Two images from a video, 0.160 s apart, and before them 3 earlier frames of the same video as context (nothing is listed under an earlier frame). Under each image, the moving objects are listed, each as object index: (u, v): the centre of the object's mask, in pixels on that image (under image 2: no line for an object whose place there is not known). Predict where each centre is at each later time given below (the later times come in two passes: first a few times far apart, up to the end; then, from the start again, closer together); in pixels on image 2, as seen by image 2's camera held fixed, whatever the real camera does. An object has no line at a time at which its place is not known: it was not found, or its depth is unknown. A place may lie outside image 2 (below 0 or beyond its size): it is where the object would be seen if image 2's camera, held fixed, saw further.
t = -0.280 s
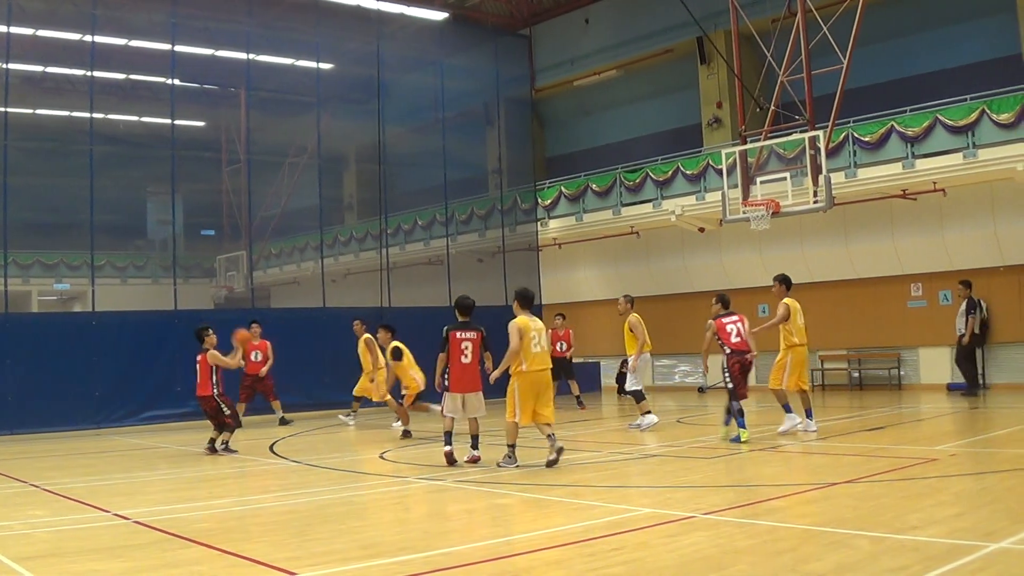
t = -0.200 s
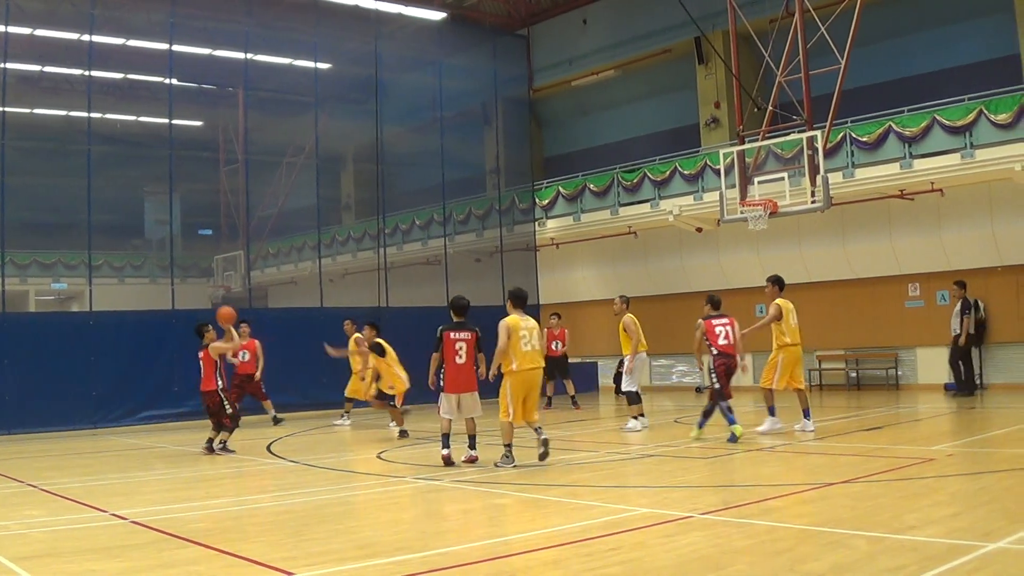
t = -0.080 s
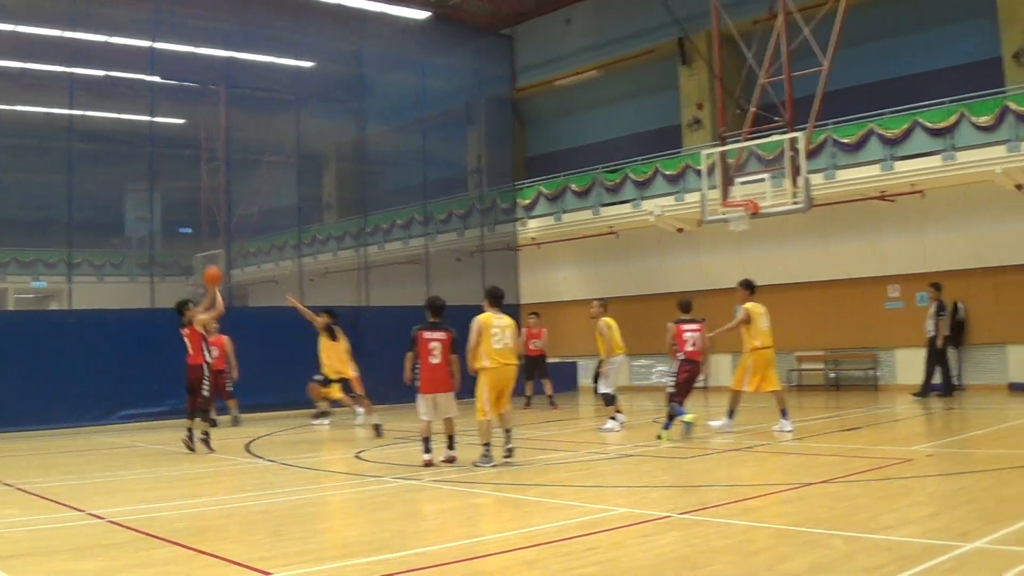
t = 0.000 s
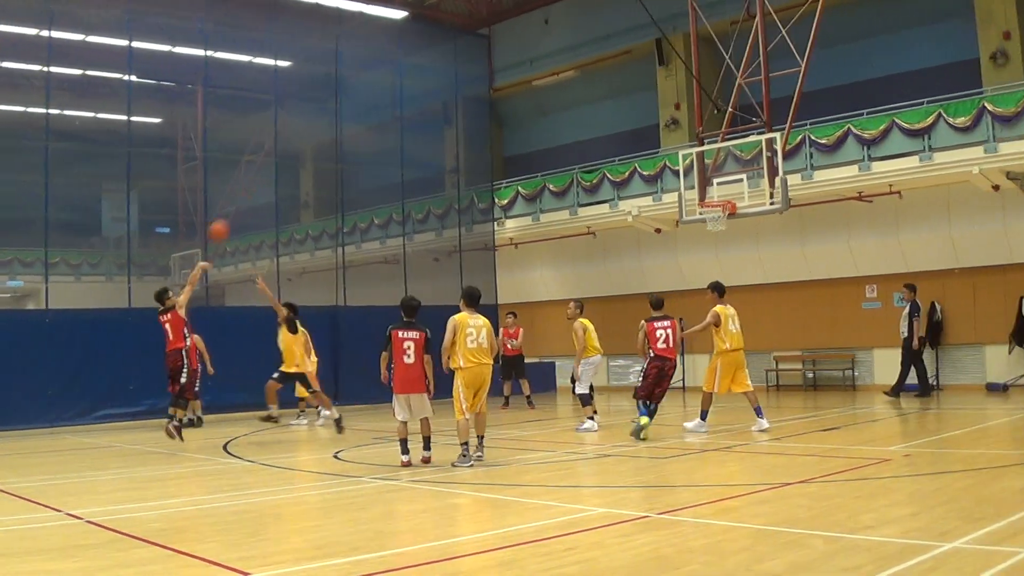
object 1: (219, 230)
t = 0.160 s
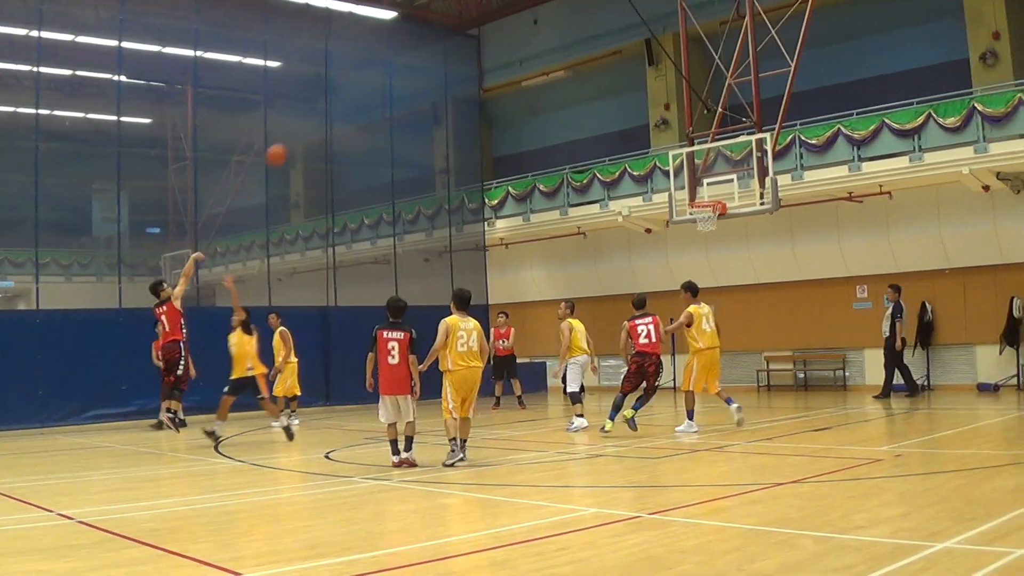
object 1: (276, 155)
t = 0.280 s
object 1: (325, 112)
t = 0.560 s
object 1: (434, 62)
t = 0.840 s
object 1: (536, 69)
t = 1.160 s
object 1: (646, 143)
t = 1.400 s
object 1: (696, 176)
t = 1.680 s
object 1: (705, 156)
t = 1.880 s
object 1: (713, 172)
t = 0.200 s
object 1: (293, 140)
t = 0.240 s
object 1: (309, 125)
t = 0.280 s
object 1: (325, 112)
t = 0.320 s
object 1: (341, 102)
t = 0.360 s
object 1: (357, 92)
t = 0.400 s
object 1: (373, 83)
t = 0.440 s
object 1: (388, 76)
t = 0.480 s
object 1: (404, 70)
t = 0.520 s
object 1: (419, 65)
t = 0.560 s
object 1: (434, 62)
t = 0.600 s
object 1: (449, 59)
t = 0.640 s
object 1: (464, 58)
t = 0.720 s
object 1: (492, 59)
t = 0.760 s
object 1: (508, 61)
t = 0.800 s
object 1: (522, 64)
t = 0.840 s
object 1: (536, 69)
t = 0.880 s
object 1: (551, 75)
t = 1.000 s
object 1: (592, 98)
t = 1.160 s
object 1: (646, 143)
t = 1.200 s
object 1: (661, 158)
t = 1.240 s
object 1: (674, 173)
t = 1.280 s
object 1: (688, 189)
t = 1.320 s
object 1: (694, 192)
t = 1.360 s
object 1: (695, 185)
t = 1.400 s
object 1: (696, 176)
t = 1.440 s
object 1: (696, 170)
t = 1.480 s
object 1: (697, 165)
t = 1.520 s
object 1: (699, 161)
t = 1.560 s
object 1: (701, 157)
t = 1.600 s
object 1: (702, 155)
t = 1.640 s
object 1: (703, 155)
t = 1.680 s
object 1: (705, 156)
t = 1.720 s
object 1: (706, 157)
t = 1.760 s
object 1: (708, 159)
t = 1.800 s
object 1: (709, 162)
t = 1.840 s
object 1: (711, 166)
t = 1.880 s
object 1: (713, 172)
